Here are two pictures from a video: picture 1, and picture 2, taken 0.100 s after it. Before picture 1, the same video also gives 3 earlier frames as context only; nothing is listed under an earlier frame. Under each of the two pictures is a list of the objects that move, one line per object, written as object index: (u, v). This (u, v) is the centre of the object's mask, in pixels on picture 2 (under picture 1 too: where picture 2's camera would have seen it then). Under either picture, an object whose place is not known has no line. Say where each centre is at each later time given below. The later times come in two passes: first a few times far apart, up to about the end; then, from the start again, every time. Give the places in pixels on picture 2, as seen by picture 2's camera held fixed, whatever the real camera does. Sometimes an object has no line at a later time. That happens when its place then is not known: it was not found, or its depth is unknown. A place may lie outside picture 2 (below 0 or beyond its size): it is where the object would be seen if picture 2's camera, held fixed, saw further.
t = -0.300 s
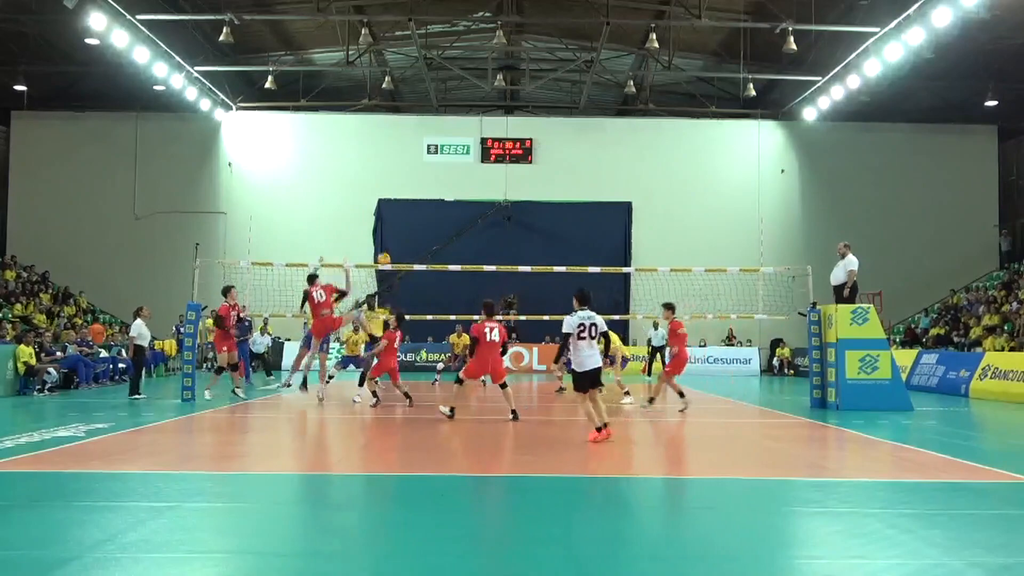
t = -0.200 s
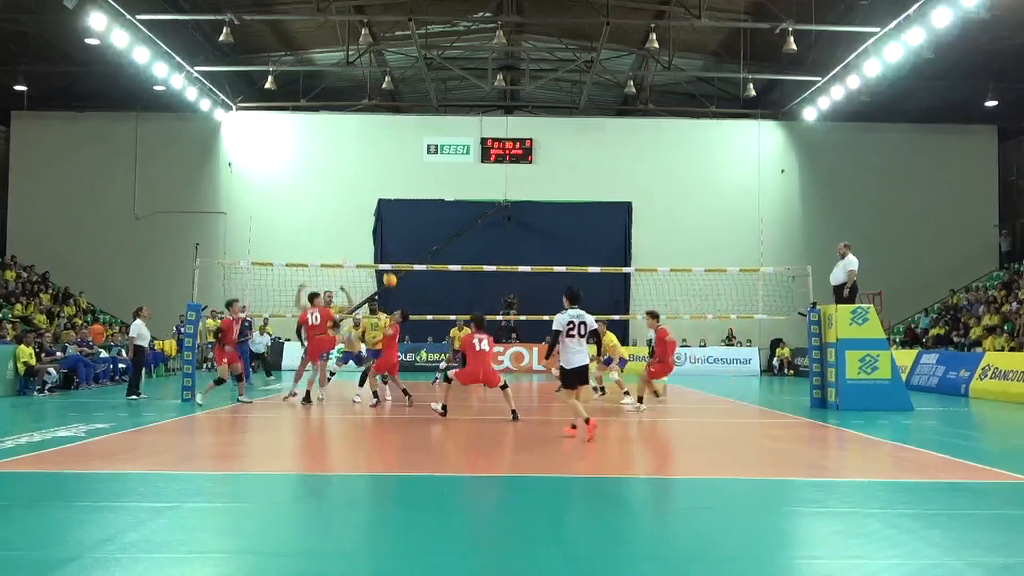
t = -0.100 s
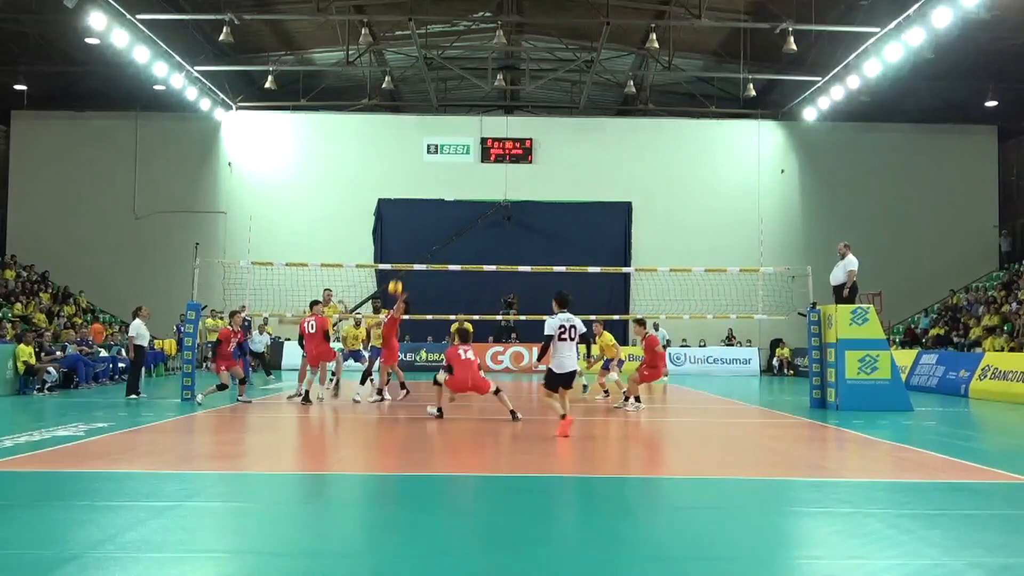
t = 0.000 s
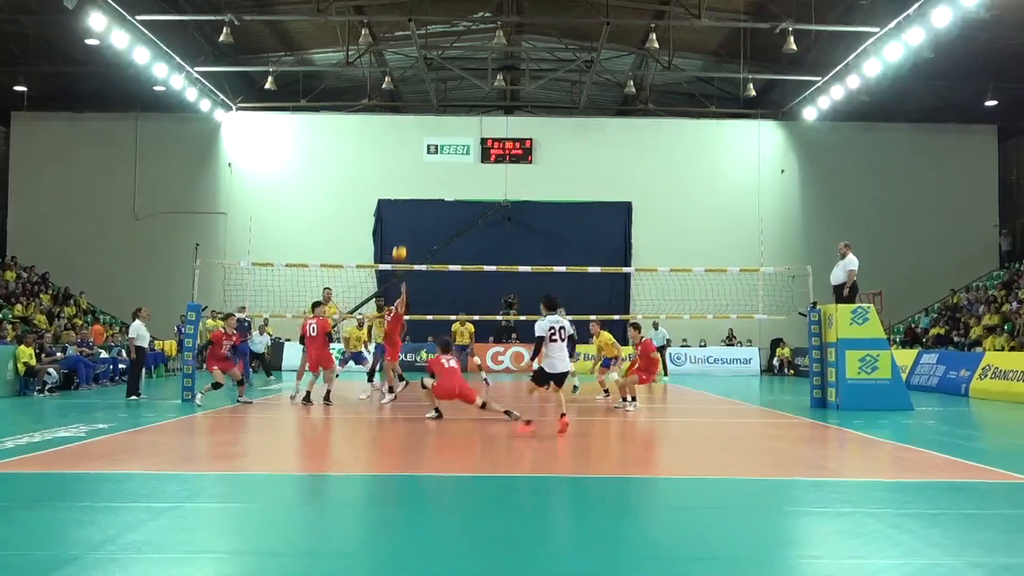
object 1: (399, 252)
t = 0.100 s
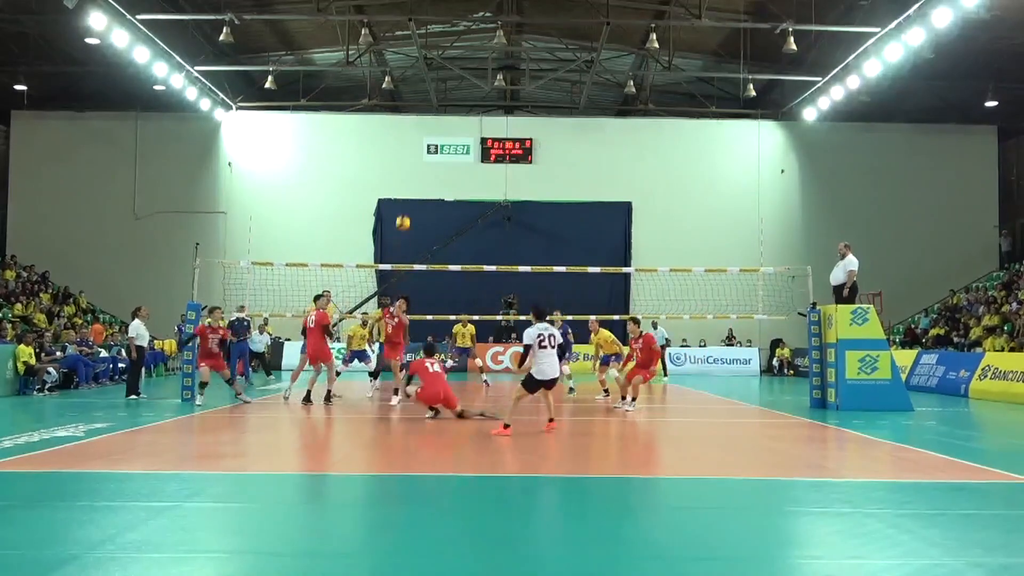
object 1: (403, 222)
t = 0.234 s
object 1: (408, 192)
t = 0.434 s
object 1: (417, 166)
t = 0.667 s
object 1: (428, 169)
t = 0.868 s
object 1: (438, 204)
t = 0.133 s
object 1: (404, 213)
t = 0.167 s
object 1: (405, 206)
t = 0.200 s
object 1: (407, 199)
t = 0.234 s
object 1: (408, 192)
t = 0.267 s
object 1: (409, 186)
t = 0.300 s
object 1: (411, 180)
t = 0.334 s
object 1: (413, 176)
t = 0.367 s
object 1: (415, 172)
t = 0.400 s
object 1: (416, 169)
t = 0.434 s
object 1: (417, 166)
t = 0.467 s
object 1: (419, 164)
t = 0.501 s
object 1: (420, 163)
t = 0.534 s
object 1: (421, 163)
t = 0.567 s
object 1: (423, 163)
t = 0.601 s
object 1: (424, 164)
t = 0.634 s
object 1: (426, 166)
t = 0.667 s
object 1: (428, 169)
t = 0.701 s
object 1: (429, 173)
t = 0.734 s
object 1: (431, 177)
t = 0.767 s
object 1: (433, 182)
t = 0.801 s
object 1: (434, 188)
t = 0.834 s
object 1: (436, 195)
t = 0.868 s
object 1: (438, 204)
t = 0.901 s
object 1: (440, 212)
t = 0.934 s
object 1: (442, 222)
